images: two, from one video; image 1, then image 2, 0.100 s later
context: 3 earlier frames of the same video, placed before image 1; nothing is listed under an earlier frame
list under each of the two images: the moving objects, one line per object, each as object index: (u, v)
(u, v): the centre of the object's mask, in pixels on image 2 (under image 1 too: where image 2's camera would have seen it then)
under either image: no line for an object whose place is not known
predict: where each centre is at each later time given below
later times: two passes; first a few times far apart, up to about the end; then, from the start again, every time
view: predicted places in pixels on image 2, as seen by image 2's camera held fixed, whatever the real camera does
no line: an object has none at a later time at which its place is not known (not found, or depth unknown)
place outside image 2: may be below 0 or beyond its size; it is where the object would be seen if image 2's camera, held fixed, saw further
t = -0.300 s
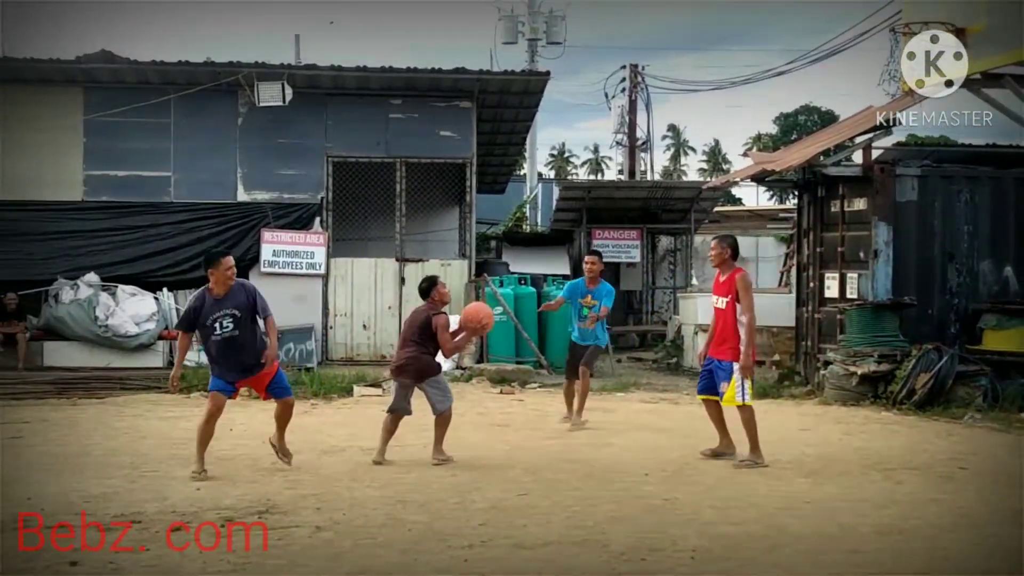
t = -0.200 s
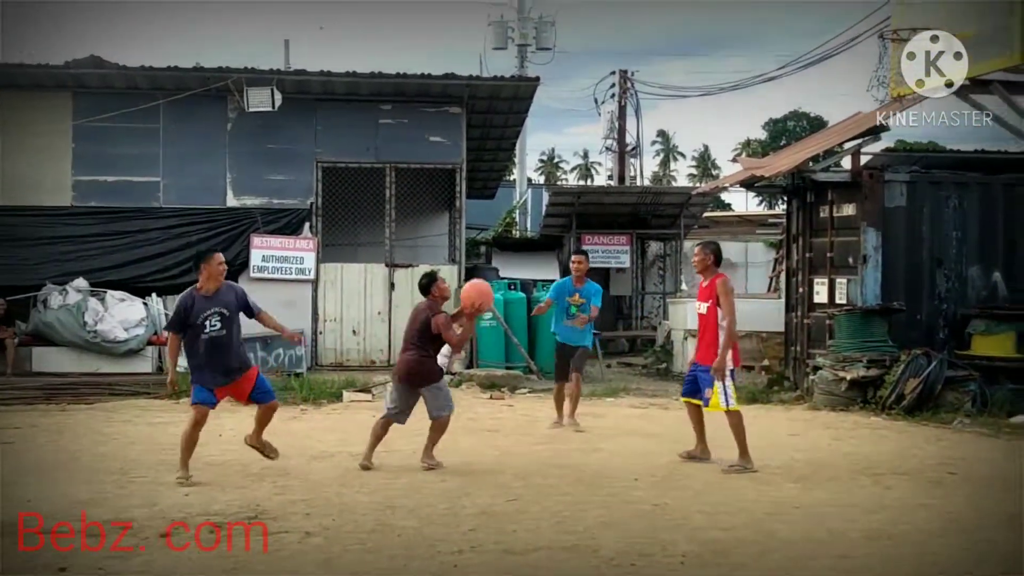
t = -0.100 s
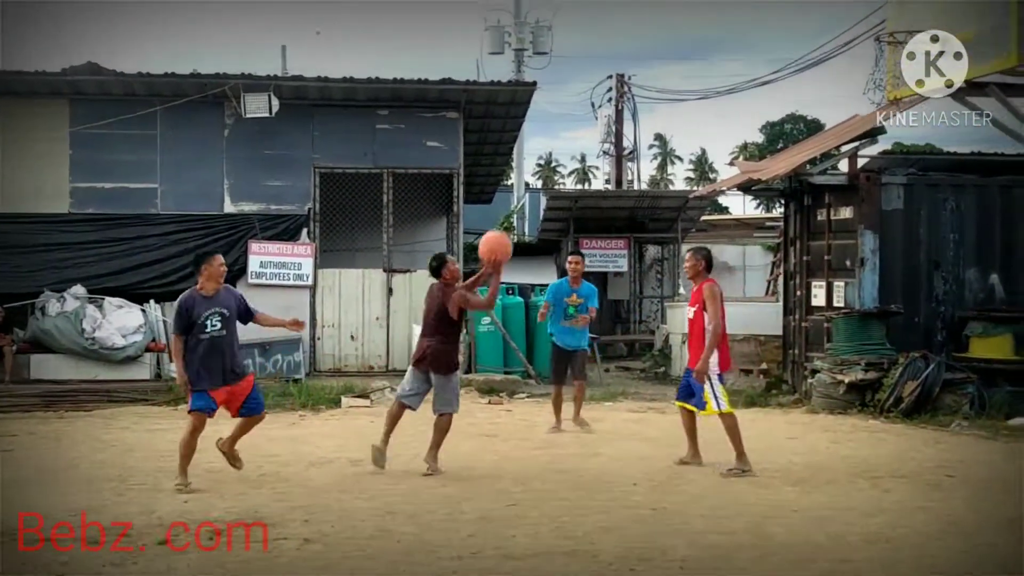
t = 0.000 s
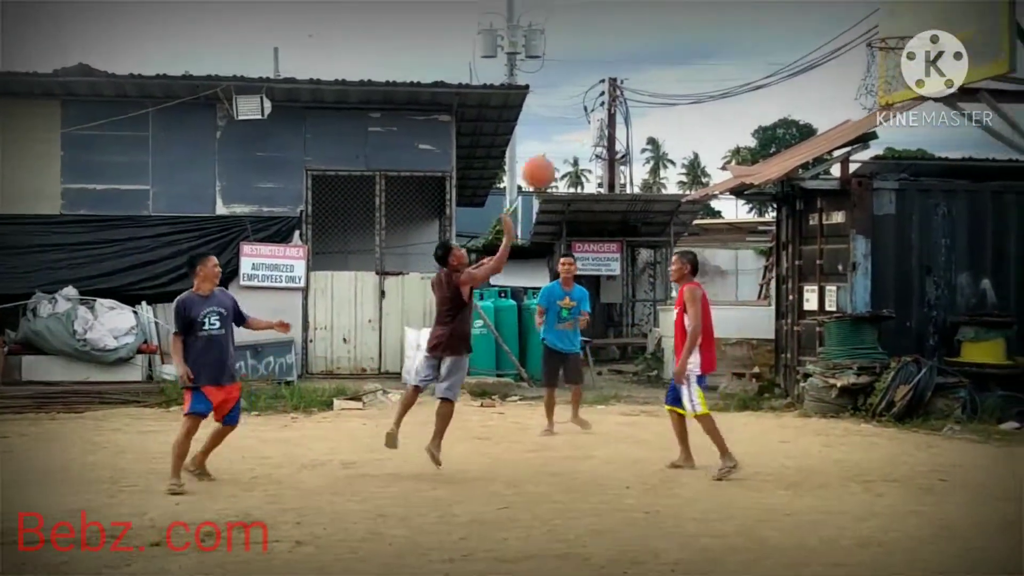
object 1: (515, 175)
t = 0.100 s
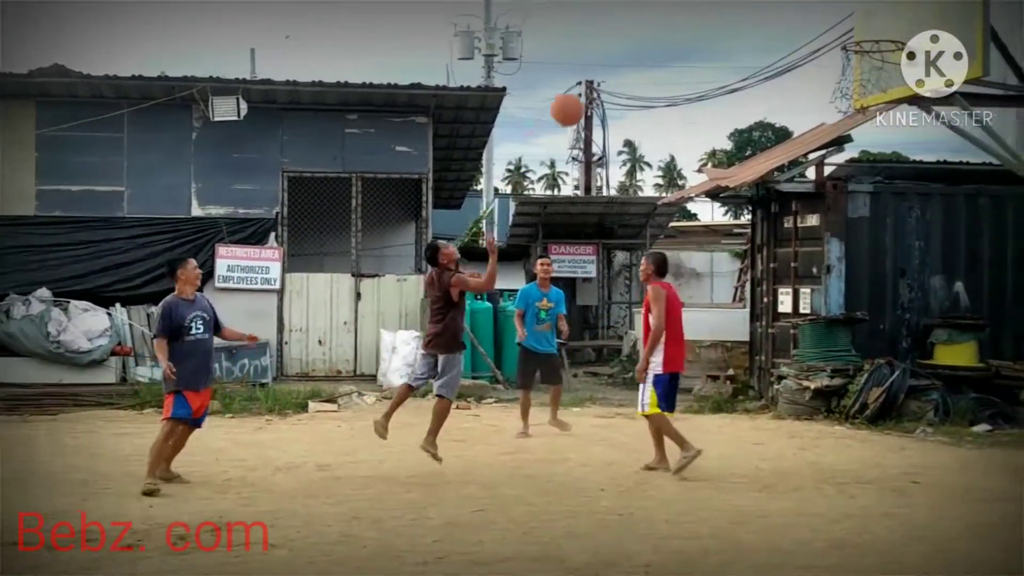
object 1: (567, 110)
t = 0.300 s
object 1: (670, 24)
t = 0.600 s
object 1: (821, 2)
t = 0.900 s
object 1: (883, 38)
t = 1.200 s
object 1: (862, 62)
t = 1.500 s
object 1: (874, 165)
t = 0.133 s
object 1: (584, 92)
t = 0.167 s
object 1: (601, 74)
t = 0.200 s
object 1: (619, 59)
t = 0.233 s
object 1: (636, 46)
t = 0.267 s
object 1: (653, 34)
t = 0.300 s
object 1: (670, 24)
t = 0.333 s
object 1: (688, 15)
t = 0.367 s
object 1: (705, 7)
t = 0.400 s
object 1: (722, 1)
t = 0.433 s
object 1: (739, -3)
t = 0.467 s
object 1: (756, -5)
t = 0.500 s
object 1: (773, -6)
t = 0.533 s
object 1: (788, -4)
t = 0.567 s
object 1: (805, -2)
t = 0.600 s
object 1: (821, 2)
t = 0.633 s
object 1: (839, 9)
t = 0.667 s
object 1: (856, 14)
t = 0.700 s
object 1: (872, 23)
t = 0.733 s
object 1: (888, 34)
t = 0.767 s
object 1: (883, 40)
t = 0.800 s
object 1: (867, 42)
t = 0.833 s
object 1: (867, 40)
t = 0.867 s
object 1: (878, 38)
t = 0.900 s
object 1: (883, 38)
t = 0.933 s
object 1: (884, 38)
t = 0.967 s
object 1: (886, 42)
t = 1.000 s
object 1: (879, 41)
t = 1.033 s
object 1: (871, 43)
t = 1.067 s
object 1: (863, 46)
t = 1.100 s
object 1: (861, 47)
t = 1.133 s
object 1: (859, 51)
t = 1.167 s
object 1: (861, 56)
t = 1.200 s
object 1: (862, 62)
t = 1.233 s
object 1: (864, 69)
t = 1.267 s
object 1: (866, 78)
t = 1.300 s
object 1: (867, 86)
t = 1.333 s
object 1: (868, 95)
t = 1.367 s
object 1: (870, 106)
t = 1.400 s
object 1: (871, 119)
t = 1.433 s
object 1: (870, 132)
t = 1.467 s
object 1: (873, 147)
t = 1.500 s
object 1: (874, 165)
